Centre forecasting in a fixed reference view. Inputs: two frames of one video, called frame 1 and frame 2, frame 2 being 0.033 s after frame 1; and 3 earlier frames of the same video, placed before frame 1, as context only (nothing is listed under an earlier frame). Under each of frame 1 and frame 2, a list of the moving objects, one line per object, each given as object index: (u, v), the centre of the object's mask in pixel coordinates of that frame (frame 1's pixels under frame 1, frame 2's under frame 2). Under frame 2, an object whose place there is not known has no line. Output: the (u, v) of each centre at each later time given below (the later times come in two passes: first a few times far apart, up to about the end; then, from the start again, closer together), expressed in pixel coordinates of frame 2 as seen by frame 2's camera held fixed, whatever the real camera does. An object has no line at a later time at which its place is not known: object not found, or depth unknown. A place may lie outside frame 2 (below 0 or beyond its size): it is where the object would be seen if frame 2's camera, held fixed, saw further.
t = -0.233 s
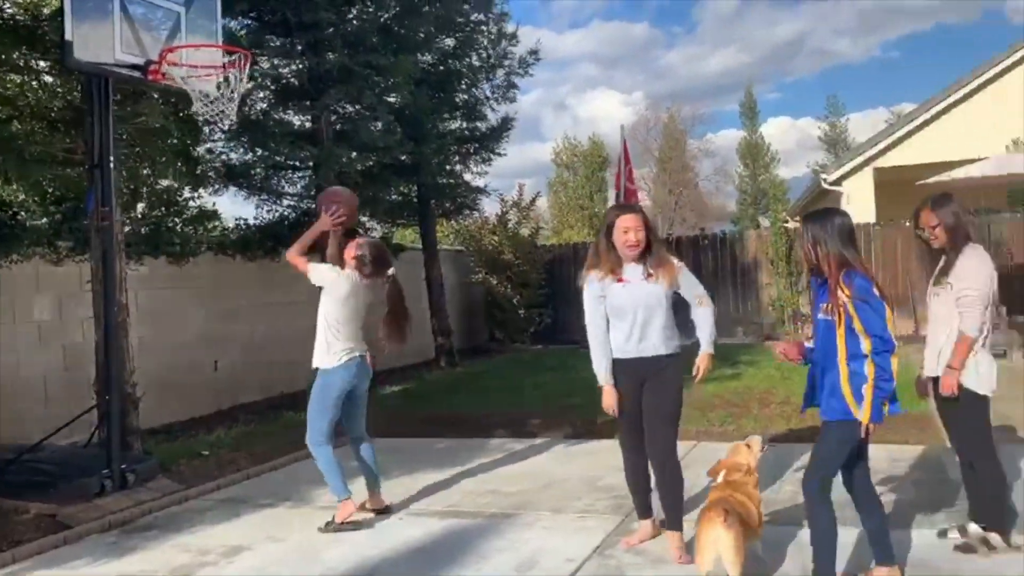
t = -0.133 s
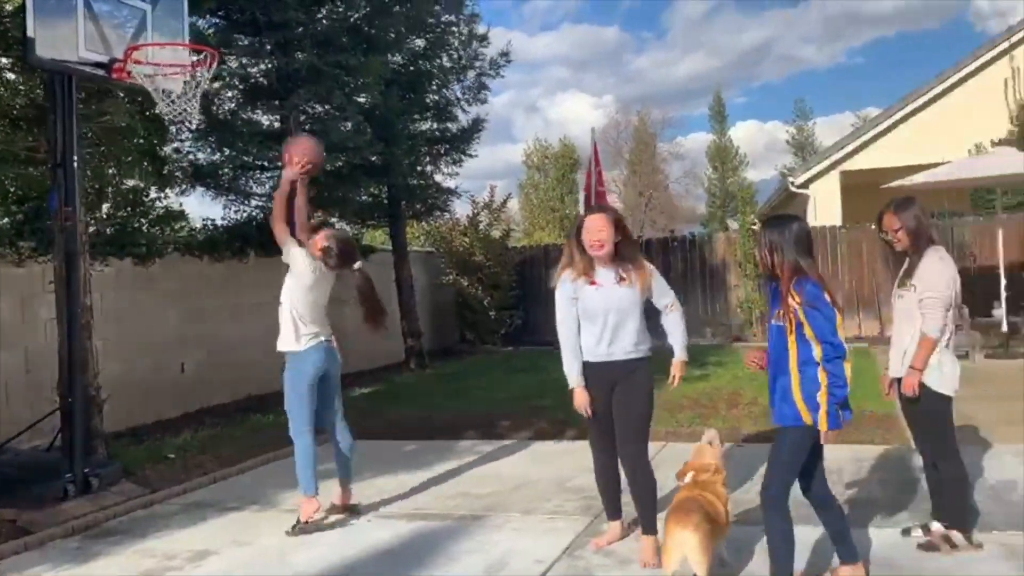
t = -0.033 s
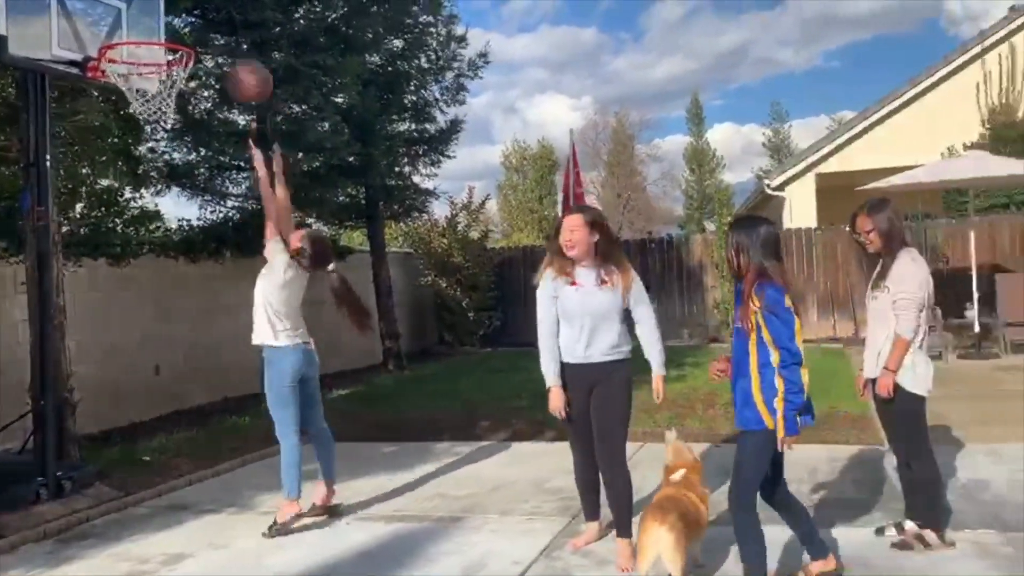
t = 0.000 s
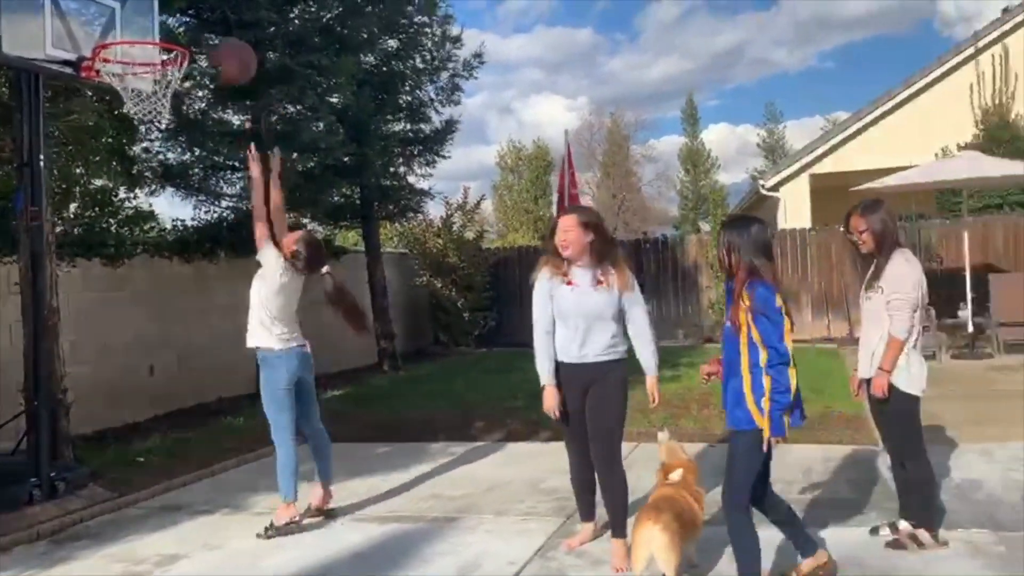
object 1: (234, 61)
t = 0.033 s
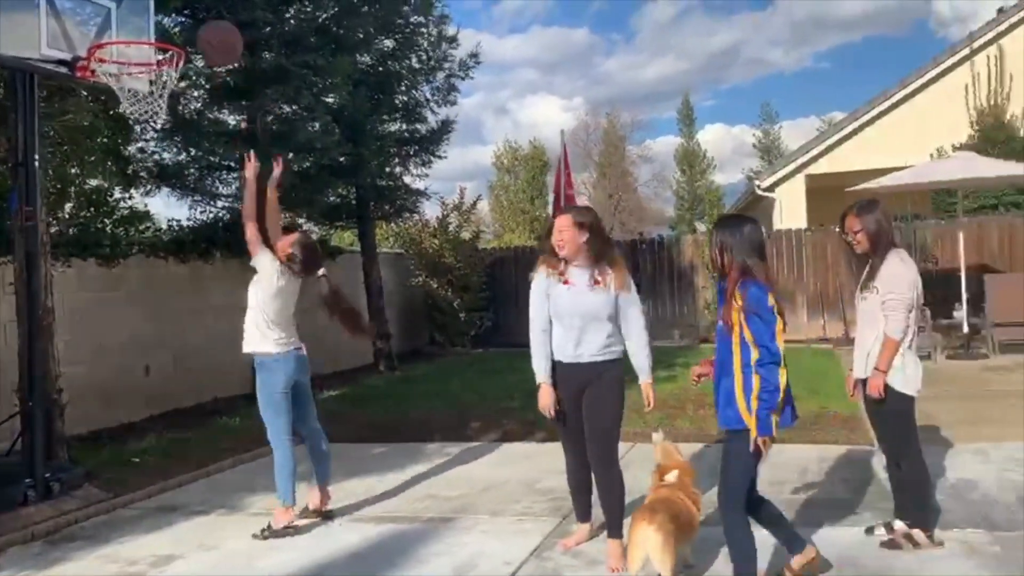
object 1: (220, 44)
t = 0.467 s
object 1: (101, -5)
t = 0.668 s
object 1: (44, 40)
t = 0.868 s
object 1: (32, 94)
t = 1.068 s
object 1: (29, 230)
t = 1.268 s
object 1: (26, 469)
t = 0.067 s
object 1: (211, 26)
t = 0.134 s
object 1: (191, 10)
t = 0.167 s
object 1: (181, 5)
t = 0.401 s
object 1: (118, -7)
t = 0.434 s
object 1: (109, -7)
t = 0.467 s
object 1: (101, -5)
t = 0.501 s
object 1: (92, -1)
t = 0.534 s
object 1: (84, 13)
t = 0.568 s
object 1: (75, 26)
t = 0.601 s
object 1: (65, 30)
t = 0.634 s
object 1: (55, 34)
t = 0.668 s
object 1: (44, 40)
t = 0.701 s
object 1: (38, 45)
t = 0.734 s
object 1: (36, 50)
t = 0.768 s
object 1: (35, 56)
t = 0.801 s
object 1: (34, 66)
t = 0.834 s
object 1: (37, 79)
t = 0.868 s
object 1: (32, 94)
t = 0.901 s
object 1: (31, 109)
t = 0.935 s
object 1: (31, 129)
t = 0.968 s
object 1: (30, 149)
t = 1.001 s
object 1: (29, 173)
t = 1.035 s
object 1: (30, 201)
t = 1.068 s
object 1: (29, 230)
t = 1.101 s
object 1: (29, 262)
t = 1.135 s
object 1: (29, 298)
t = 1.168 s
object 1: (28, 336)
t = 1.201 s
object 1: (29, 378)
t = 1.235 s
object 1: (27, 422)
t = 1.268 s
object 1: (26, 469)
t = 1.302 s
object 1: (27, 520)
